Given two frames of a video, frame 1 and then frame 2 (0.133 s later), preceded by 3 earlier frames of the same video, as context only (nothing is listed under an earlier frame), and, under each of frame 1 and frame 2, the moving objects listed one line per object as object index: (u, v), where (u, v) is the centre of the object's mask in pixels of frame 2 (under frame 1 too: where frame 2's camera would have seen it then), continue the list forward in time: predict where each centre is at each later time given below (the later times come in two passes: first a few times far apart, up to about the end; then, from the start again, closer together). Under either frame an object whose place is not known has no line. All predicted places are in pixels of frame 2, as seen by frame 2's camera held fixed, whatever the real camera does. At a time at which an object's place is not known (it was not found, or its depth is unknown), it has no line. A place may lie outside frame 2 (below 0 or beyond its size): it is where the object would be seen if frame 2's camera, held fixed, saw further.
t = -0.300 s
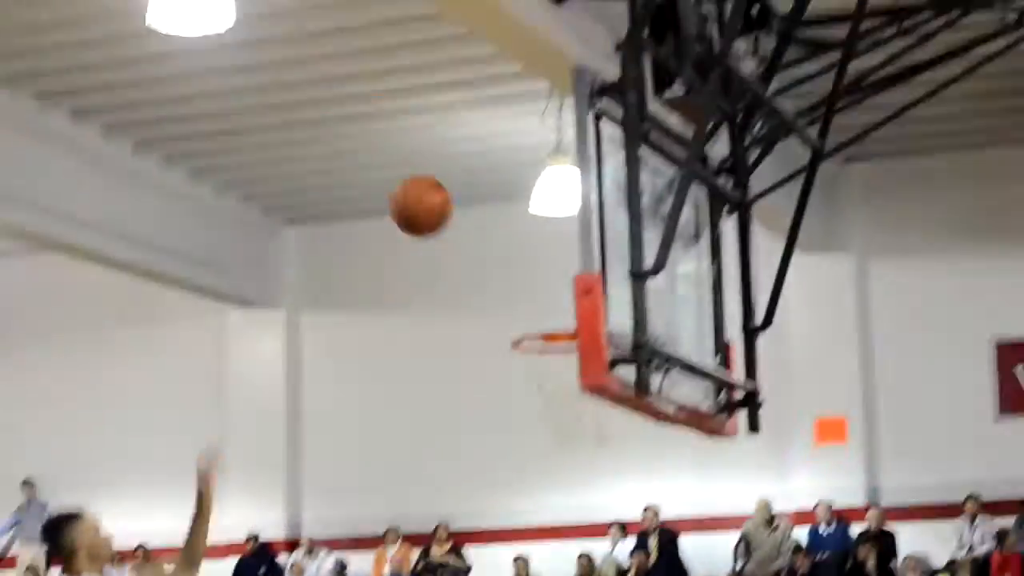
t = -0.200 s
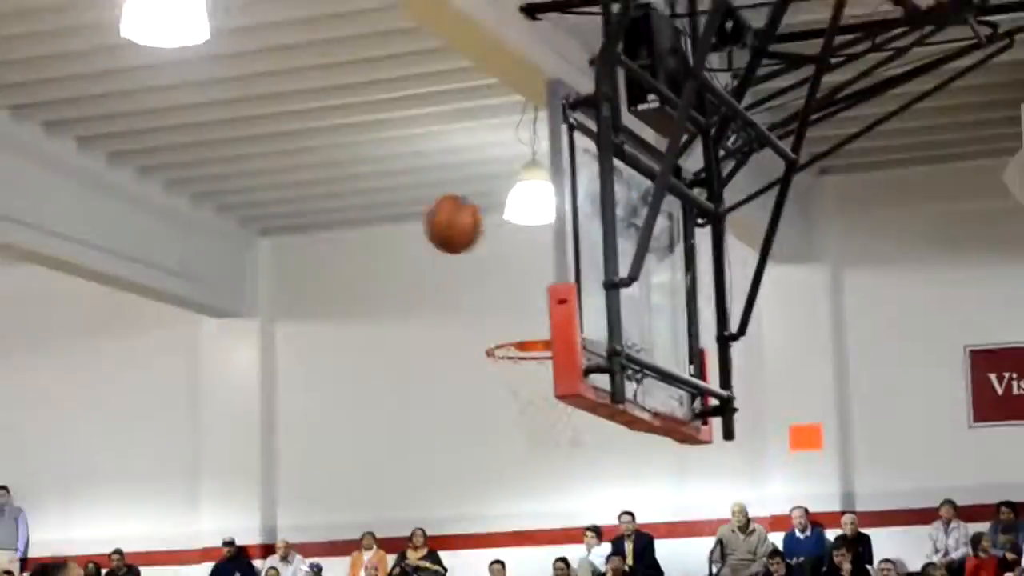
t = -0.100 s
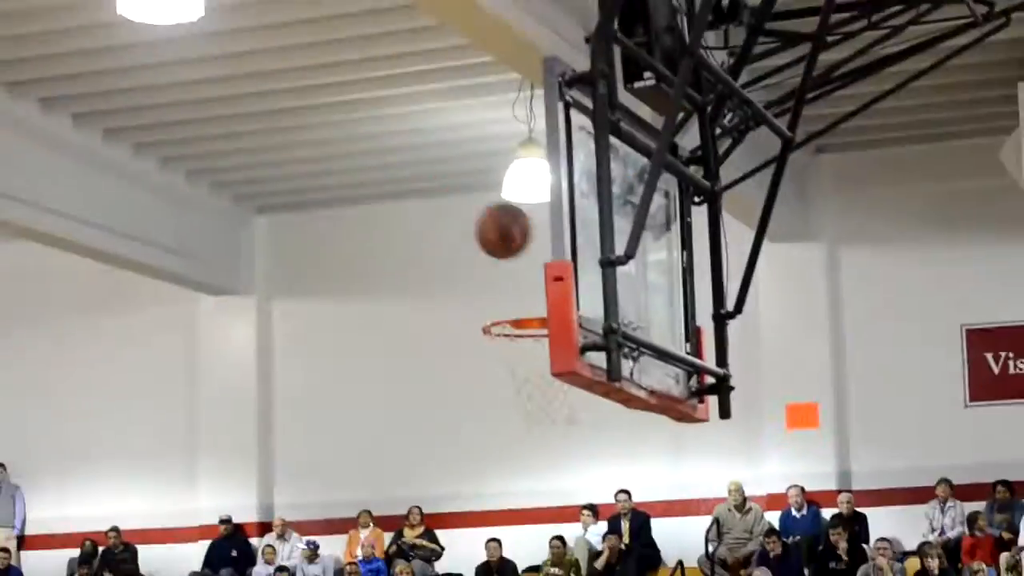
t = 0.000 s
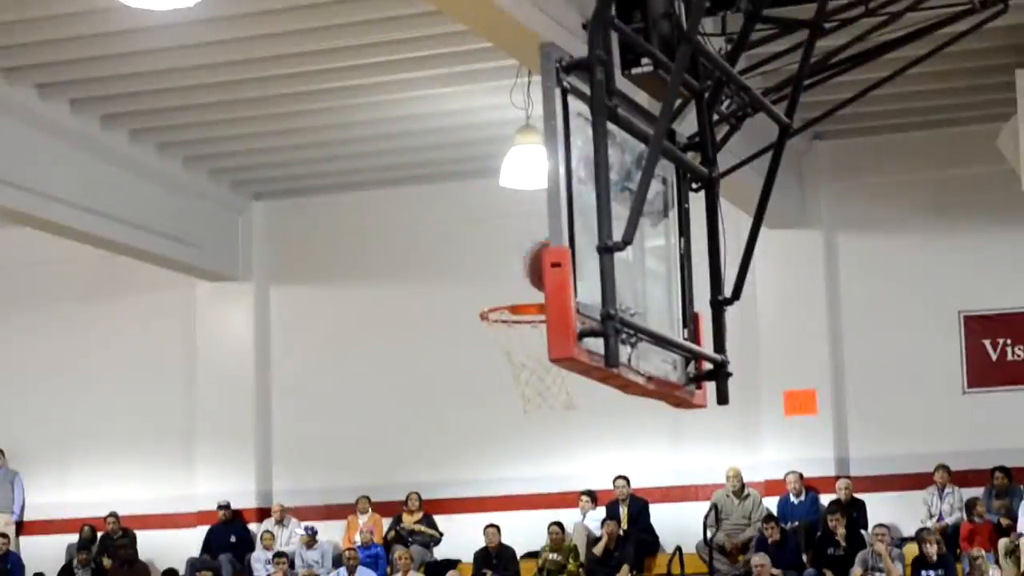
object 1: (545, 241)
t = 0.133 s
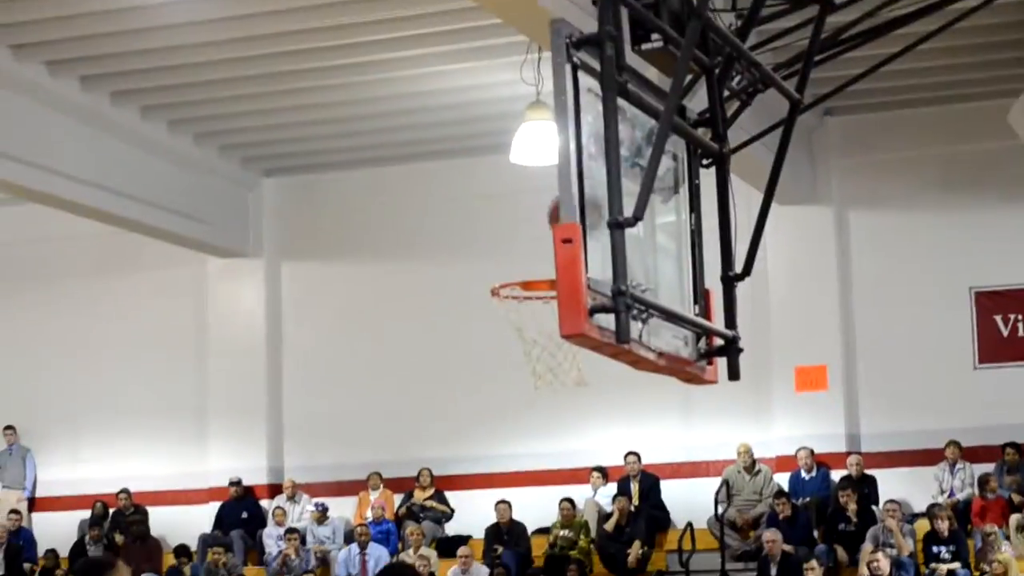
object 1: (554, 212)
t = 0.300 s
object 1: (545, 162)
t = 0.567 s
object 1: (538, 190)
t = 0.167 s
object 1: (553, 200)
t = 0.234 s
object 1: (550, 177)
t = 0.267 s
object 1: (547, 169)
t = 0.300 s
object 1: (545, 162)
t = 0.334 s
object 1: (544, 158)
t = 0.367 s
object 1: (544, 156)
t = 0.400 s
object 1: (544, 155)
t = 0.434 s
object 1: (543, 159)
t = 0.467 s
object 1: (541, 164)
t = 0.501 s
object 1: (538, 172)
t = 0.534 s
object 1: (537, 183)
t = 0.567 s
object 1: (538, 190)
